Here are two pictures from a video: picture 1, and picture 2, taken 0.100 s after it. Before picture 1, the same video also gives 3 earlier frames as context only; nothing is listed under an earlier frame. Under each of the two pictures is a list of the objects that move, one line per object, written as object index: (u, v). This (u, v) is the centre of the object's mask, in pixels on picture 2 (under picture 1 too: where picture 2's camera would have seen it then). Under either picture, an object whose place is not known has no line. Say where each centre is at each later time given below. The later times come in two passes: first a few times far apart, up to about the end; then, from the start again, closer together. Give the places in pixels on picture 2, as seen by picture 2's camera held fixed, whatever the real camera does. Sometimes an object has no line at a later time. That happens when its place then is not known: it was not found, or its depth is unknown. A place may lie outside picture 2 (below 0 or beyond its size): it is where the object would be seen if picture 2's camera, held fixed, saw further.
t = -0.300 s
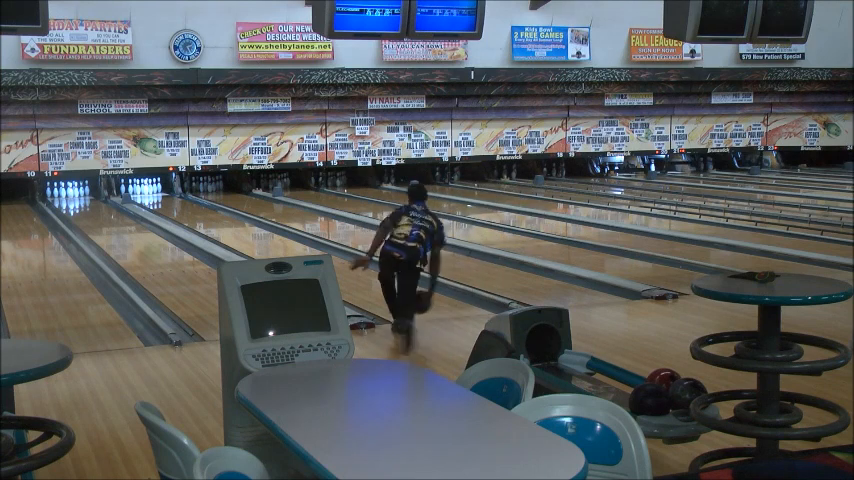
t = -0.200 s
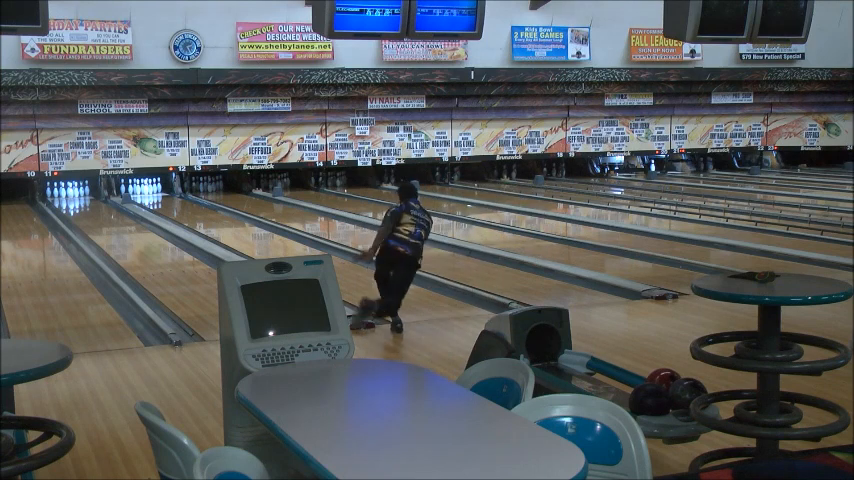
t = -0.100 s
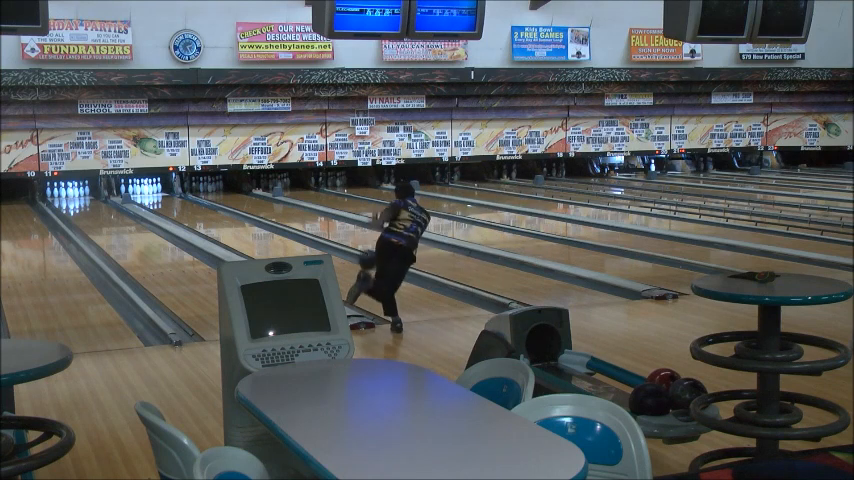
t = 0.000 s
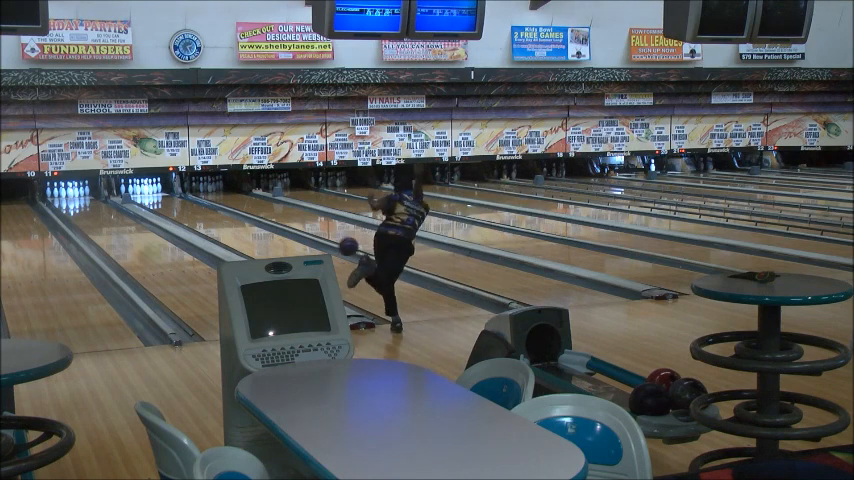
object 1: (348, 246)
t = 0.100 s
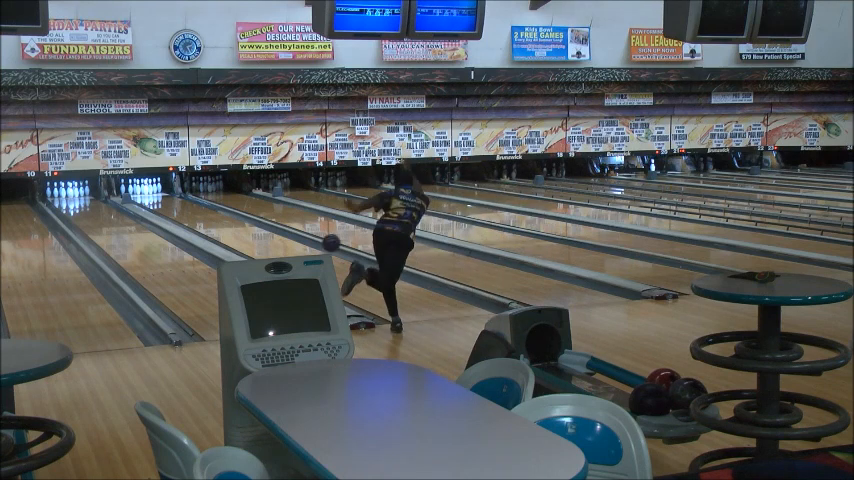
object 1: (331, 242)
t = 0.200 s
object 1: (315, 247)
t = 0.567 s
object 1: (271, 242)
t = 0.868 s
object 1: (244, 227)
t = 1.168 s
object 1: (221, 215)
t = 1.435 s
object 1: (204, 207)
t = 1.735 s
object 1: (185, 200)
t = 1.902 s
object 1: (174, 197)
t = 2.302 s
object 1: (148, 190)
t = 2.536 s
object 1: (143, 188)
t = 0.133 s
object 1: (326, 243)
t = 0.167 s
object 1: (320, 245)
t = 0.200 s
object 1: (315, 247)
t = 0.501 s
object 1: (278, 247)
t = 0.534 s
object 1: (274, 245)
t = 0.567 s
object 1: (271, 242)
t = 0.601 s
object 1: (268, 240)
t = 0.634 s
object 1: (265, 239)
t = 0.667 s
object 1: (261, 237)
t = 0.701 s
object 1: (258, 235)
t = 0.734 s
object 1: (255, 234)
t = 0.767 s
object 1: (252, 232)
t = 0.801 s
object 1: (249, 230)
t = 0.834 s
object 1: (246, 229)
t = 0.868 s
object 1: (244, 227)
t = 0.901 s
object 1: (241, 226)
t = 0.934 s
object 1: (238, 224)
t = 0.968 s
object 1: (236, 223)
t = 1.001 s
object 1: (233, 222)
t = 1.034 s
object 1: (231, 220)
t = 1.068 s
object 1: (228, 219)
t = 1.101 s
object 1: (226, 218)
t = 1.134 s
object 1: (224, 217)
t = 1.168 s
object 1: (221, 215)
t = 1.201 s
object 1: (219, 214)
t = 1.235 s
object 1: (217, 214)
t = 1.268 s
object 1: (214, 213)
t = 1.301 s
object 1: (213, 212)
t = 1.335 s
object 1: (211, 210)
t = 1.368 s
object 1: (208, 209)
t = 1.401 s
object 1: (206, 208)
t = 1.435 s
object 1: (204, 207)
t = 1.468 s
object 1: (202, 207)
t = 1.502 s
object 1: (200, 206)
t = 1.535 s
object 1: (198, 205)
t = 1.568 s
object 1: (196, 204)
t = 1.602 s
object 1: (193, 203)
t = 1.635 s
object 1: (192, 203)
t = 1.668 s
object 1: (189, 201)
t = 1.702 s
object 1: (187, 201)
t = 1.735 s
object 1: (185, 200)
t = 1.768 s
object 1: (183, 200)
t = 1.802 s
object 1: (181, 199)
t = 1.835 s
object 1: (179, 198)
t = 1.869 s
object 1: (176, 197)
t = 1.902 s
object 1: (174, 197)
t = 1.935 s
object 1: (172, 196)
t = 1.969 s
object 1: (169, 196)
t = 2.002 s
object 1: (167, 195)
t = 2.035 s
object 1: (165, 195)
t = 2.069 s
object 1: (163, 195)
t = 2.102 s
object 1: (160, 193)
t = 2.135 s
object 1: (157, 193)
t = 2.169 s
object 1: (155, 192)
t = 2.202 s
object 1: (153, 192)
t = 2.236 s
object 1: (150, 192)
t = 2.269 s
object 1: (149, 191)
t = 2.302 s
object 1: (148, 190)
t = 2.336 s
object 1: (147, 190)
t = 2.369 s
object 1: (146, 189)
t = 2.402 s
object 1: (145, 189)
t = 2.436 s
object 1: (145, 189)
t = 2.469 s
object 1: (145, 189)
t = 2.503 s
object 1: (144, 189)
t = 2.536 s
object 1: (143, 188)
